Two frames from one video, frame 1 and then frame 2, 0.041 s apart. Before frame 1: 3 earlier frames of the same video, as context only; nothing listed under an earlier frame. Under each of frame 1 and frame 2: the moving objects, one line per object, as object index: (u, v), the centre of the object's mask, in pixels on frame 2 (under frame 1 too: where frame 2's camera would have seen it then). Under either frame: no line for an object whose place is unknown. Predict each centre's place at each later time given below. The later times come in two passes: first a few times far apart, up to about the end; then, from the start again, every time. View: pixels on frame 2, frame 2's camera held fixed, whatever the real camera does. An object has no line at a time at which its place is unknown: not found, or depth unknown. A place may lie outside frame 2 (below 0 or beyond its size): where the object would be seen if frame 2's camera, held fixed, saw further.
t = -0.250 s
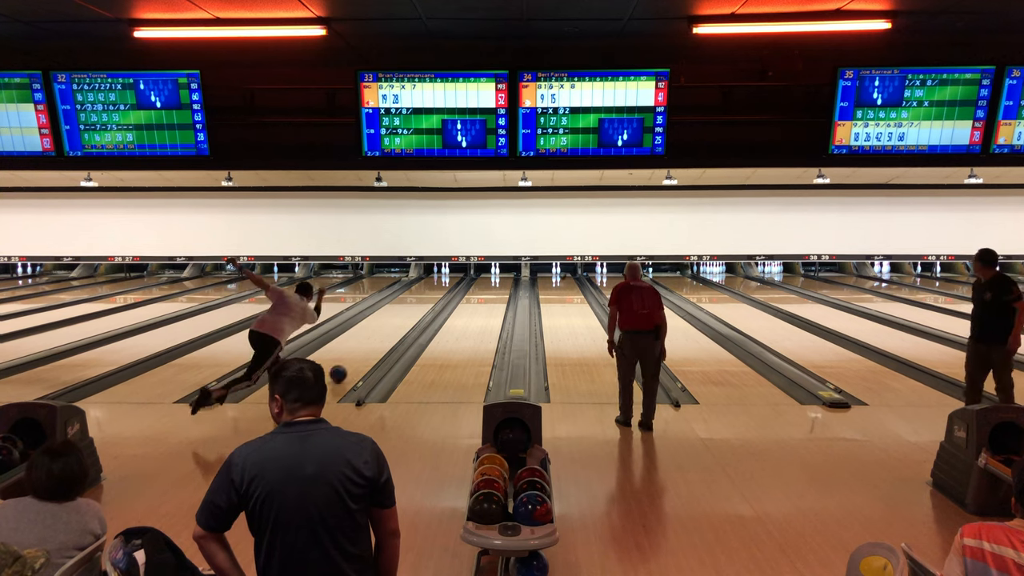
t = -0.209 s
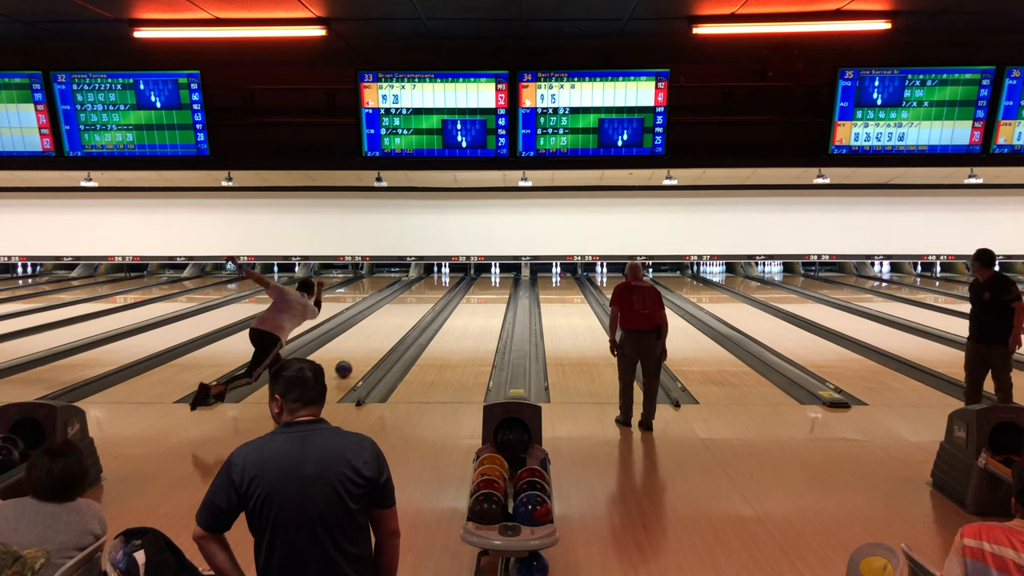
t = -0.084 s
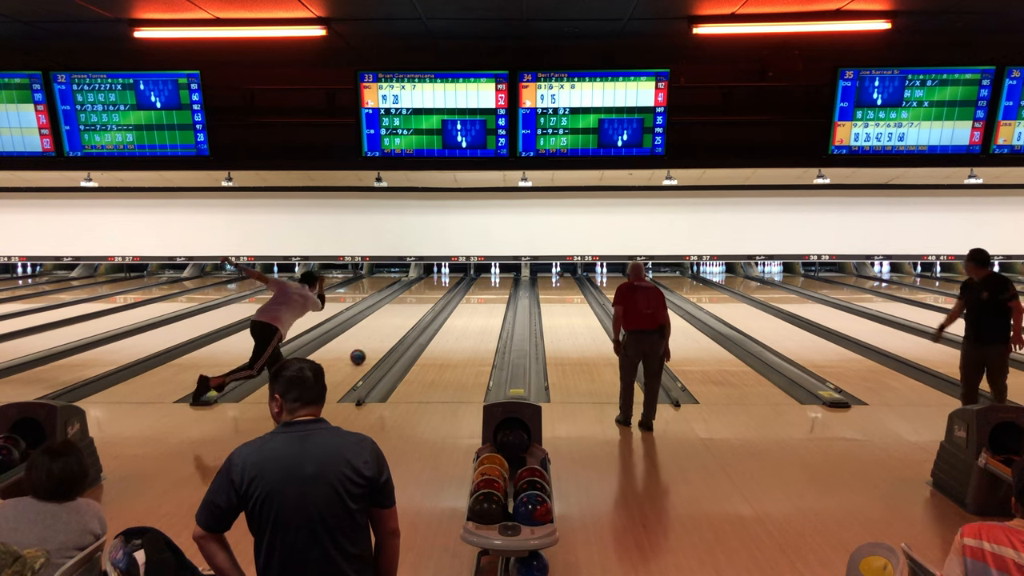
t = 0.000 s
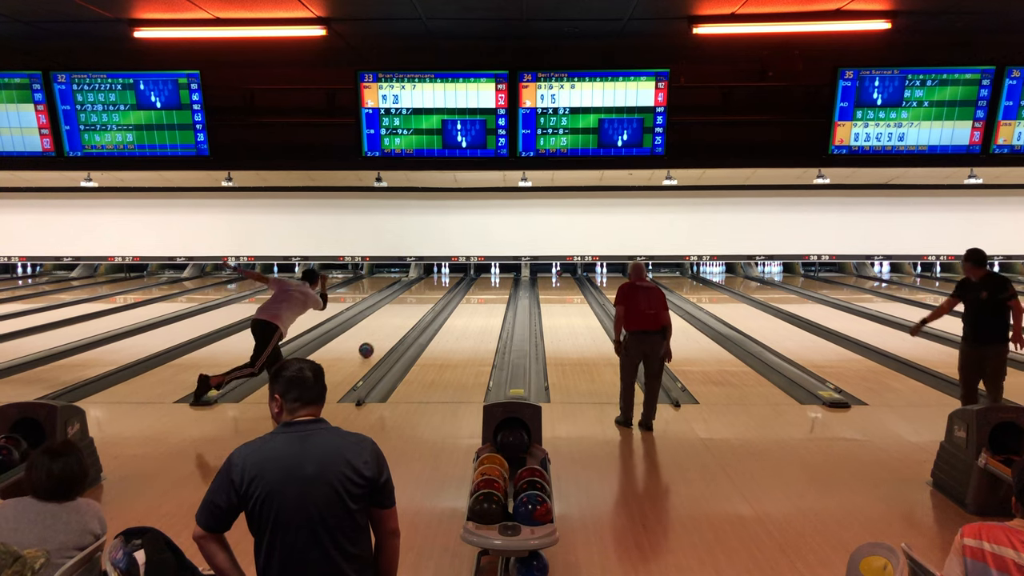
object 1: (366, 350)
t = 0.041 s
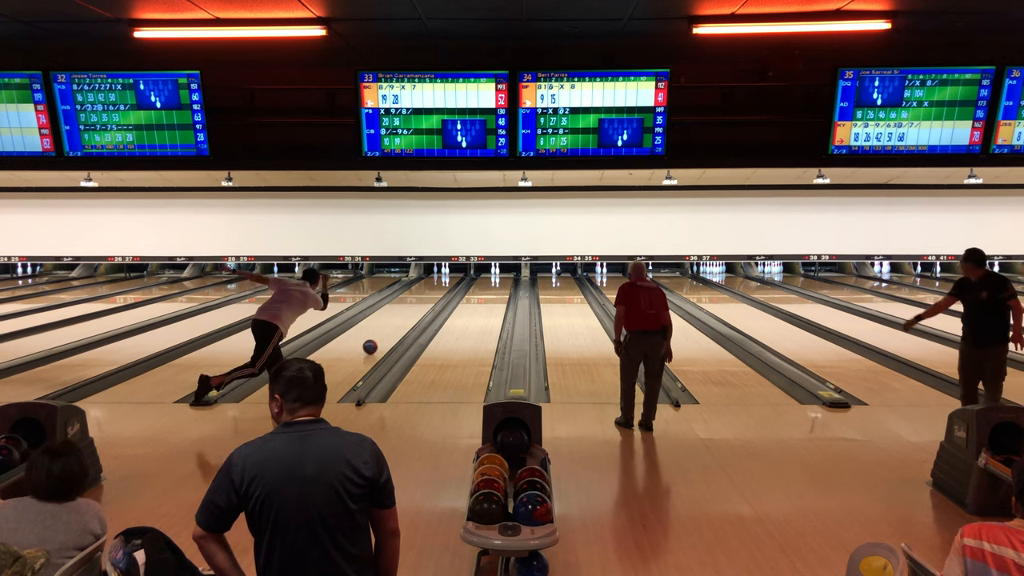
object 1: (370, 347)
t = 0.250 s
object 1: (386, 332)
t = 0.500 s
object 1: (402, 319)
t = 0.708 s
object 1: (411, 310)
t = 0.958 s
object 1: (421, 301)
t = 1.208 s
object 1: (429, 293)
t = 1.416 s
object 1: (433, 288)
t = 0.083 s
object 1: (373, 343)
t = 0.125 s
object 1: (377, 341)
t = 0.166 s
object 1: (380, 338)
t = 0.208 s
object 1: (383, 335)
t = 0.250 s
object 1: (386, 332)
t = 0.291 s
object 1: (389, 330)
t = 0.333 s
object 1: (392, 327)
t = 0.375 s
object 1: (395, 325)
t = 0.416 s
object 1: (397, 323)
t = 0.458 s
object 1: (399, 321)
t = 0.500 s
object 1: (402, 319)
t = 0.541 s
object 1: (404, 317)
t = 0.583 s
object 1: (406, 315)
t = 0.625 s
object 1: (408, 313)
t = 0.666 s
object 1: (410, 312)
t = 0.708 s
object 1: (411, 310)
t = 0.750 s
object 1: (413, 308)
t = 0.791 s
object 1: (415, 306)
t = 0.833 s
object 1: (417, 305)
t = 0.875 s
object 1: (418, 303)
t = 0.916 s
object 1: (420, 302)
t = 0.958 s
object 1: (421, 301)
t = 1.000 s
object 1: (422, 299)
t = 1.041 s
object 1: (424, 298)
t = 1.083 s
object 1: (425, 297)
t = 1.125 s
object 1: (426, 295)
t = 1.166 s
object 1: (427, 294)
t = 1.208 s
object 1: (429, 293)
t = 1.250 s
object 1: (430, 292)
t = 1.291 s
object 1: (430, 291)
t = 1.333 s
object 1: (431, 290)
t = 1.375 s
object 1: (433, 289)
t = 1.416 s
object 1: (433, 288)
